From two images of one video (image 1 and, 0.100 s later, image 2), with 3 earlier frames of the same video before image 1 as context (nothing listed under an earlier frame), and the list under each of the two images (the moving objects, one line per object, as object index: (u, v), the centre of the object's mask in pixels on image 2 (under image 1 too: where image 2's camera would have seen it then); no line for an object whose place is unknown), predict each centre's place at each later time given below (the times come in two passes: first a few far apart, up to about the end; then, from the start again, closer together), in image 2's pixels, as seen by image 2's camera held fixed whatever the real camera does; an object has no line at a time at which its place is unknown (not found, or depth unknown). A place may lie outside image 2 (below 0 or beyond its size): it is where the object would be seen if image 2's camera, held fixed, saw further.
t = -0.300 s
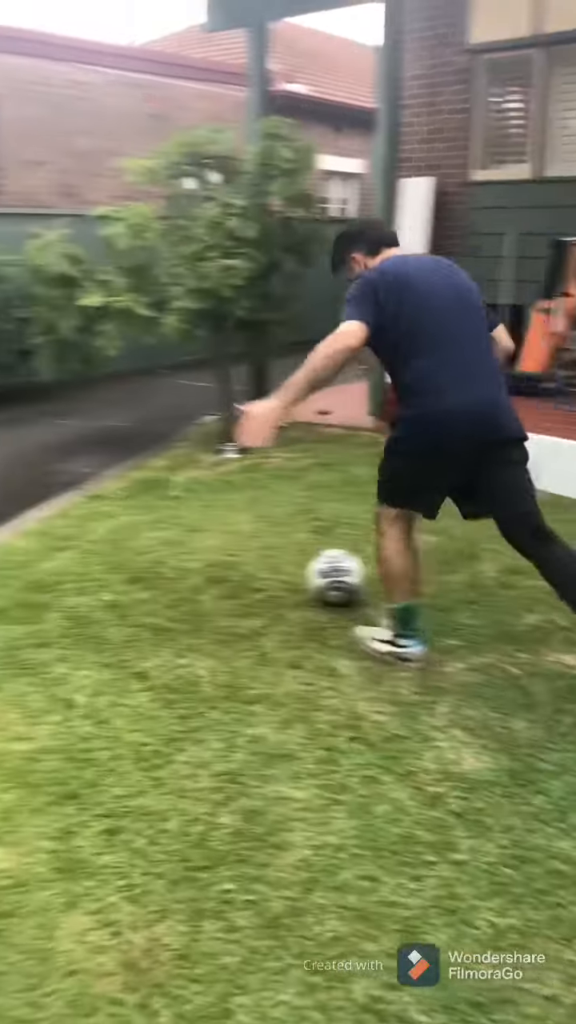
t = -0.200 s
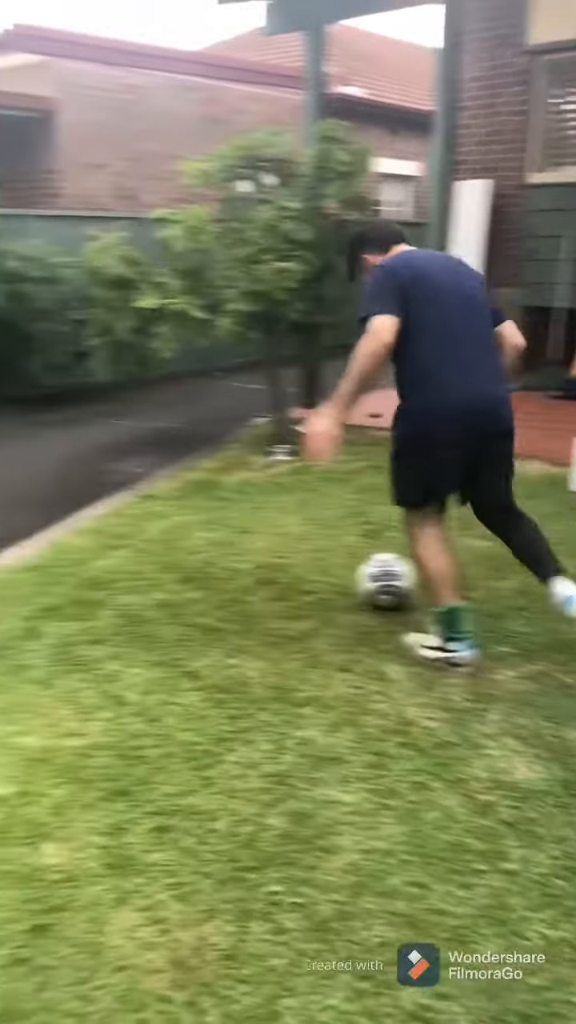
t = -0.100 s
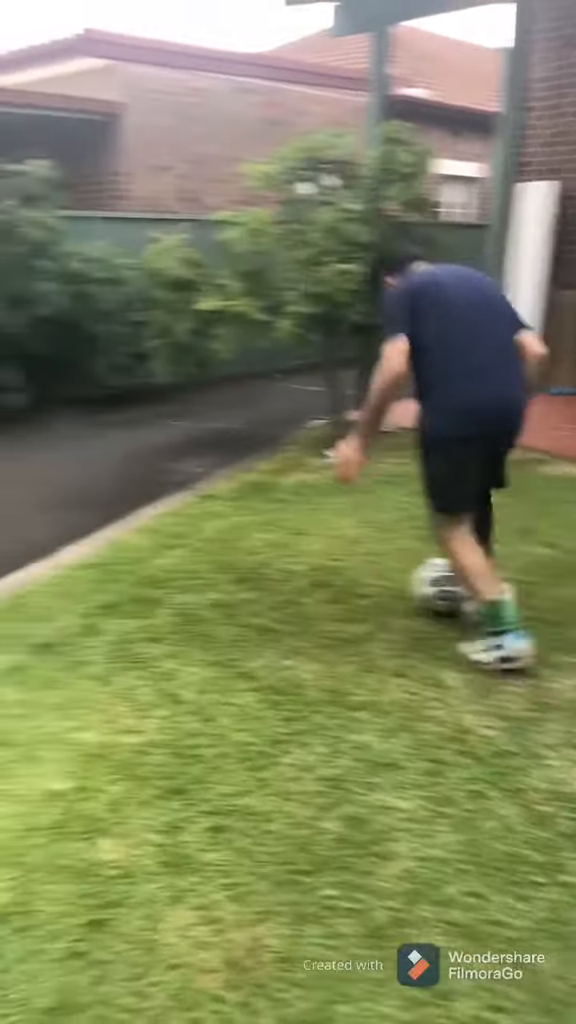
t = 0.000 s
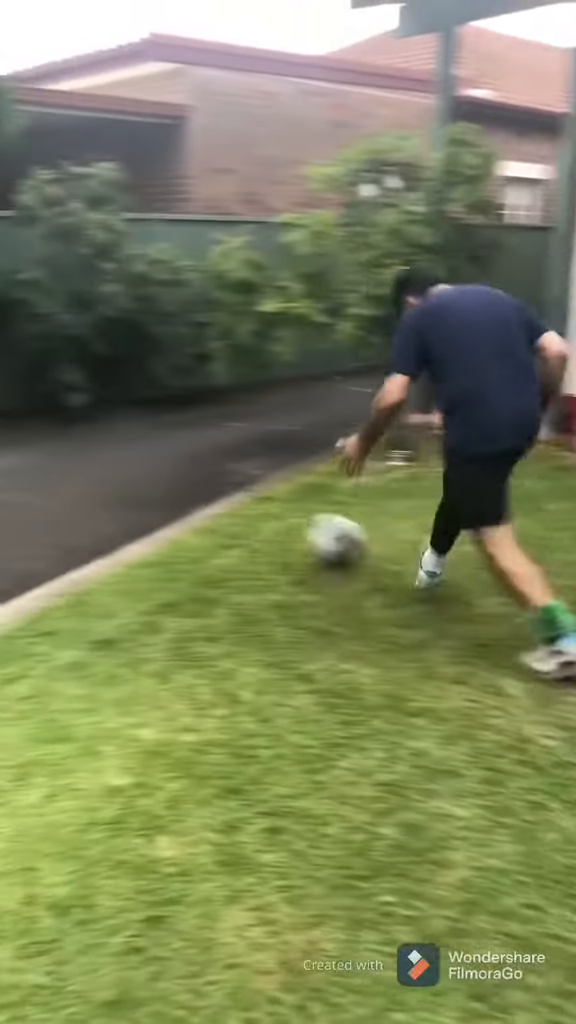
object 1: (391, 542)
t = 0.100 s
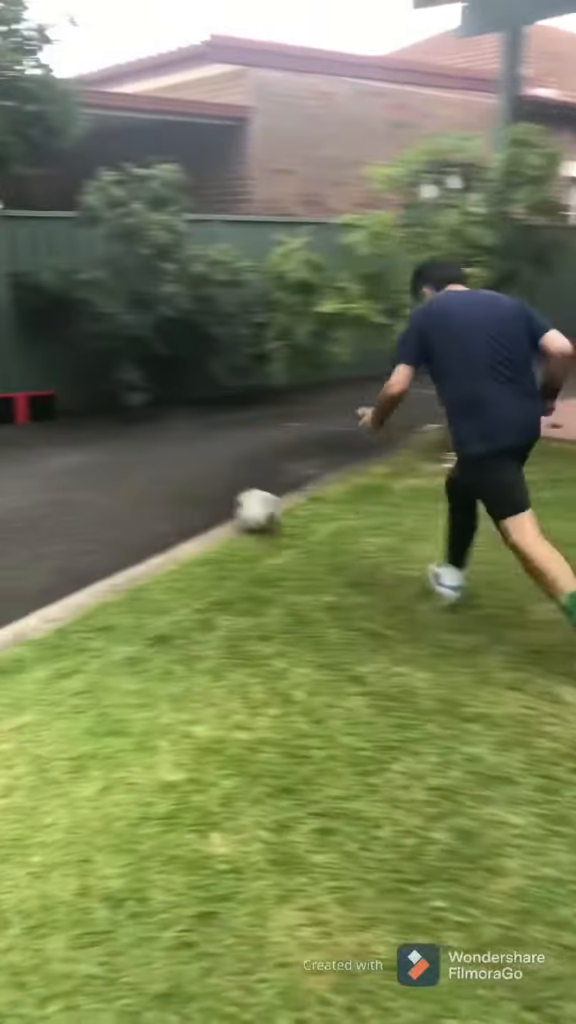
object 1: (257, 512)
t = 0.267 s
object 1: (123, 463)
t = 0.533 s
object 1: (4, 430)
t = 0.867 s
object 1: (0, 382)
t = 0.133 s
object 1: (225, 501)
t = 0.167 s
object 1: (196, 485)
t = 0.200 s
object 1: (170, 478)
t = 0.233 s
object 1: (146, 469)
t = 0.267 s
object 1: (123, 463)
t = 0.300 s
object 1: (104, 458)
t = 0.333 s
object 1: (84, 455)
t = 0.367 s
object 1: (68, 448)
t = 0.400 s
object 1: (54, 443)
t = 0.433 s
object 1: (41, 438)
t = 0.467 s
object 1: (27, 435)
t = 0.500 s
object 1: (15, 432)
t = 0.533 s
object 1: (4, 430)
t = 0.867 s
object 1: (0, 382)
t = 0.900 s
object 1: (5, 382)
